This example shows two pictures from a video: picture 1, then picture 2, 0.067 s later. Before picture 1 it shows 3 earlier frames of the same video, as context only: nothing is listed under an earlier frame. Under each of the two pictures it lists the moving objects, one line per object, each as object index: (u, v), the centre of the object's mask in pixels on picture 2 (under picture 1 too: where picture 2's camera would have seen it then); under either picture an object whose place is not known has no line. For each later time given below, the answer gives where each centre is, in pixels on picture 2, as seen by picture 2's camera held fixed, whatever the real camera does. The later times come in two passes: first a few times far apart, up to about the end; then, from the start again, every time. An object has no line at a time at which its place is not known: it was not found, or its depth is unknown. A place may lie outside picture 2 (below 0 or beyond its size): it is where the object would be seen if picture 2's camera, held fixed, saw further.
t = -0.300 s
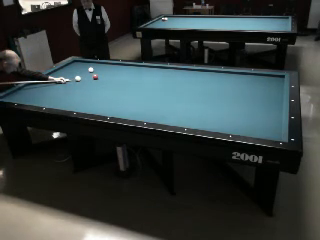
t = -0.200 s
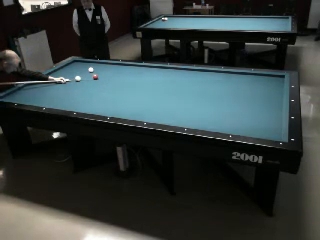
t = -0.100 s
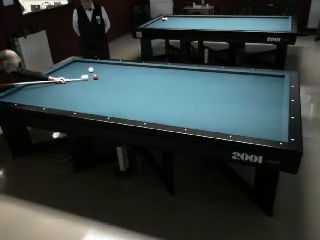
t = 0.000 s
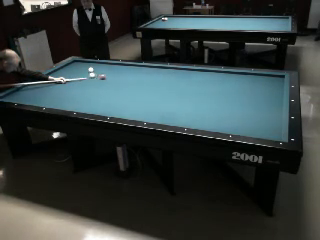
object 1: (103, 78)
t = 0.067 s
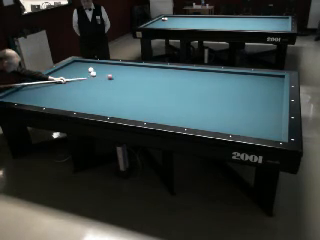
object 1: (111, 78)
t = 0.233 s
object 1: (126, 77)
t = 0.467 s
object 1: (148, 77)
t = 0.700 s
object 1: (170, 77)
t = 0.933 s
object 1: (193, 78)
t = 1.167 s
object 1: (216, 78)
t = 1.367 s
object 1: (235, 79)
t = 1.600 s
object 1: (259, 79)
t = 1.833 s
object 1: (280, 79)
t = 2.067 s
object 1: (264, 77)
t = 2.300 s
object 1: (252, 76)
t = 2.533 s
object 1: (240, 74)
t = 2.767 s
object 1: (229, 72)
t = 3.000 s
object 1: (219, 72)
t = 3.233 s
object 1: (210, 71)
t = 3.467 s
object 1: (200, 71)
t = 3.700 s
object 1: (191, 71)
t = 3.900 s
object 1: (183, 71)
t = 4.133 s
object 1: (175, 70)
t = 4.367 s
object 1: (166, 70)
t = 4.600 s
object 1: (159, 70)
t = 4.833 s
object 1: (151, 70)
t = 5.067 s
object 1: (144, 69)
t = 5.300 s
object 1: (137, 69)
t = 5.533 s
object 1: (130, 69)
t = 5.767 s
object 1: (124, 69)
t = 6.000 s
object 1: (118, 69)
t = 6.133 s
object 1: (114, 69)
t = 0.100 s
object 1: (113, 77)
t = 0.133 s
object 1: (117, 77)
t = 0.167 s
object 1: (120, 77)
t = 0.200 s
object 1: (123, 77)
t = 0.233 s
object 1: (126, 77)
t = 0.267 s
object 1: (130, 77)
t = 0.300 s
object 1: (133, 77)
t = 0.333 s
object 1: (136, 77)
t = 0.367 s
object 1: (139, 77)
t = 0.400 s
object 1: (142, 77)
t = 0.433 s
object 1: (146, 77)
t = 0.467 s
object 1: (148, 77)
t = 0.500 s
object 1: (151, 77)
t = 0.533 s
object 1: (154, 77)
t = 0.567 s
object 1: (157, 77)
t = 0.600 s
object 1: (161, 77)
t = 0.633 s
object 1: (164, 78)
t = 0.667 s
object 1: (167, 77)
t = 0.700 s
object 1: (170, 77)
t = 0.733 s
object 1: (173, 78)
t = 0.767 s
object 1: (176, 78)
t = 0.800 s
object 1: (180, 78)
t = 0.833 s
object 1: (183, 78)
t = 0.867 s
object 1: (186, 78)
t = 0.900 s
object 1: (189, 78)
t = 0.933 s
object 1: (193, 78)
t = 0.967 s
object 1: (196, 78)
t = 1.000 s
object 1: (200, 78)
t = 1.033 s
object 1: (202, 78)
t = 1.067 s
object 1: (206, 78)
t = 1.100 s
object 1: (210, 78)
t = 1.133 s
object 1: (212, 78)
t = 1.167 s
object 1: (216, 78)
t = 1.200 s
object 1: (219, 78)
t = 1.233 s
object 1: (222, 79)
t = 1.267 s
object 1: (226, 78)
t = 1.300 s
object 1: (229, 79)
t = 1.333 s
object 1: (232, 78)
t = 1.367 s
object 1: (235, 79)
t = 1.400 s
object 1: (238, 78)
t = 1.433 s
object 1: (243, 79)
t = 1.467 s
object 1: (245, 79)
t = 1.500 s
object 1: (249, 79)
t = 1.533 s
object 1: (254, 79)
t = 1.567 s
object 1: (256, 79)
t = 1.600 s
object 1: (259, 79)
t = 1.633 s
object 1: (262, 79)
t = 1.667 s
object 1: (266, 79)
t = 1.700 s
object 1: (269, 79)
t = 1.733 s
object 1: (273, 80)
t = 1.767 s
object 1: (276, 79)
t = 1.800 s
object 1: (280, 79)
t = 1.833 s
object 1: (280, 79)
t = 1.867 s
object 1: (278, 79)
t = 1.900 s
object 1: (275, 78)
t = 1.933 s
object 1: (272, 78)
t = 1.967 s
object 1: (270, 78)
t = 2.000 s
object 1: (268, 77)
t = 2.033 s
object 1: (266, 77)
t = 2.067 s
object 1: (264, 77)
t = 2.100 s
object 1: (263, 77)
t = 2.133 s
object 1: (261, 77)
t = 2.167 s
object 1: (259, 76)
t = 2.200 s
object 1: (258, 76)
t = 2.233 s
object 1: (255, 76)
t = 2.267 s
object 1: (254, 76)
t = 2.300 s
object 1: (252, 76)
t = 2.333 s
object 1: (250, 75)
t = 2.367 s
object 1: (248, 75)
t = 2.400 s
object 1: (247, 75)
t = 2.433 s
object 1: (245, 74)
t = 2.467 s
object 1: (244, 74)
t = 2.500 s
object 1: (242, 74)
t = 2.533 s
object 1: (240, 74)
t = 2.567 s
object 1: (239, 74)
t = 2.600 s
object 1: (237, 74)
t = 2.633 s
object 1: (236, 73)
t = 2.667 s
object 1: (234, 73)
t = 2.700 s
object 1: (233, 72)
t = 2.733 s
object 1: (231, 72)
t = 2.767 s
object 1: (229, 72)
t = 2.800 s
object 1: (228, 72)
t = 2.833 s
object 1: (227, 72)
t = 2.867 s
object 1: (225, 72)
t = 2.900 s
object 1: (224, 72)
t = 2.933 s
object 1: (222, 72)
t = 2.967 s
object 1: (221, 72)
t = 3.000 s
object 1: (219, 72)
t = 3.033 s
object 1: (218, 72)
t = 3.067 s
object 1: (216, 72)
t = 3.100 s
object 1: (215, 72)
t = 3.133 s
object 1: (213, 71)
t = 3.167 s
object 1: (212, 71)
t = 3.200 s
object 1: (211, 71)
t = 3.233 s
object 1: (210, 71)
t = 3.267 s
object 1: (208, 72)
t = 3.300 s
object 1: (207, 71)
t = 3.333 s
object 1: (205, 71)
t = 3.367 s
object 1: (204, 71)
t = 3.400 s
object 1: (202, 71)
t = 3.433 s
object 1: (201, 71)
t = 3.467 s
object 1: (200, 71)
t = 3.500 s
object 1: (198, 71)
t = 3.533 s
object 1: (197, 71)
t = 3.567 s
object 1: (196, 71)
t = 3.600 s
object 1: (194, 71)
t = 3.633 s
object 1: (193, 71)
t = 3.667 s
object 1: (192, 71)
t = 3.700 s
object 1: (191, 71)
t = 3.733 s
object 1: (189, 71)
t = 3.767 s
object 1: (188, 71)
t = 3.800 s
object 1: (187, 71)
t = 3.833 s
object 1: (186, 71)
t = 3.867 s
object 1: (185, 71)
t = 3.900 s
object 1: (183, 71)
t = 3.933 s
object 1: (182, 70)
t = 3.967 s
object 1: (181, 71)
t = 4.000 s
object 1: (180, 70)
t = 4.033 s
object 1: (178, 70)
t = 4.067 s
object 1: (177, 70)
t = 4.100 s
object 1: (176, 70)
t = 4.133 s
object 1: (175, 70)
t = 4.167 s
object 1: (173, 70)
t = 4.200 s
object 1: (172, 70)
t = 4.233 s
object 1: (171, 70)
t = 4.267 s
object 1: (170, 70)
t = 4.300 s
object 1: (169, 70)
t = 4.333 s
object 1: (168, 70)
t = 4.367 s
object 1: (166, 70)
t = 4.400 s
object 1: (166, 70)
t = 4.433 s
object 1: (164, 70)
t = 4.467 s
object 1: (163, 70)
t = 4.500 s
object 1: (162, 70)
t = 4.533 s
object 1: (161, 70)
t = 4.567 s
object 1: (160, 70)
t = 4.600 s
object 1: (159, 70)
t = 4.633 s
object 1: (157, 70)
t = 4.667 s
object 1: (156, 70)
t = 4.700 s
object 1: (155, 70)
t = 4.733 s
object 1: (154, 69)
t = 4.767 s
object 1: (154, 70)
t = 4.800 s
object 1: (152, 69)
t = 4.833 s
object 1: (151, 70)
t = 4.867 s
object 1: (150, 70)
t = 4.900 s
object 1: (149, 70)
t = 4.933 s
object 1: (148, 69)
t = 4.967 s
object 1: (147, 70)
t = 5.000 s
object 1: (146, 69)
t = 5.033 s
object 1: (145, 69)
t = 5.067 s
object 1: (144, 69)
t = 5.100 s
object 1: (143, 69)
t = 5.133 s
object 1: (142, 69)
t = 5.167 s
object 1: (141, 69)
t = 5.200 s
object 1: (140, 69)
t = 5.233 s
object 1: (139, 69)
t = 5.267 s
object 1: (138, 69)
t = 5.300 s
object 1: (137, 69)
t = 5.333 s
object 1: (136, 69)
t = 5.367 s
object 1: (135, 69)
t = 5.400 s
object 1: (134, 69)
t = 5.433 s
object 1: (133, 69)
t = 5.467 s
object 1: (132, 69)
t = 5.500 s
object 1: (131, 69)
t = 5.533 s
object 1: (130, 69)
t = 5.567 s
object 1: (130, 69)
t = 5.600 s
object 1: (128, 69)
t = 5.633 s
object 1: (128, 69)
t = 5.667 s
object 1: (126, 69)
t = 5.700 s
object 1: (126, 69)
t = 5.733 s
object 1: (125, 69)
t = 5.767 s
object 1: (124, 69)
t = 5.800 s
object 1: (123, 69)
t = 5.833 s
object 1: (122, 69)
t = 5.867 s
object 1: (121, 69)
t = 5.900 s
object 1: (120, 69)
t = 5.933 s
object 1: (119, 69)
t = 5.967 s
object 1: (119, 68)
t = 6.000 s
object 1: (118, 69)
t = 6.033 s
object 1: (117, 69)
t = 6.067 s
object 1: (116, 69)
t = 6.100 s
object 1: (115, 69)
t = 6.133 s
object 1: (114, 69)
